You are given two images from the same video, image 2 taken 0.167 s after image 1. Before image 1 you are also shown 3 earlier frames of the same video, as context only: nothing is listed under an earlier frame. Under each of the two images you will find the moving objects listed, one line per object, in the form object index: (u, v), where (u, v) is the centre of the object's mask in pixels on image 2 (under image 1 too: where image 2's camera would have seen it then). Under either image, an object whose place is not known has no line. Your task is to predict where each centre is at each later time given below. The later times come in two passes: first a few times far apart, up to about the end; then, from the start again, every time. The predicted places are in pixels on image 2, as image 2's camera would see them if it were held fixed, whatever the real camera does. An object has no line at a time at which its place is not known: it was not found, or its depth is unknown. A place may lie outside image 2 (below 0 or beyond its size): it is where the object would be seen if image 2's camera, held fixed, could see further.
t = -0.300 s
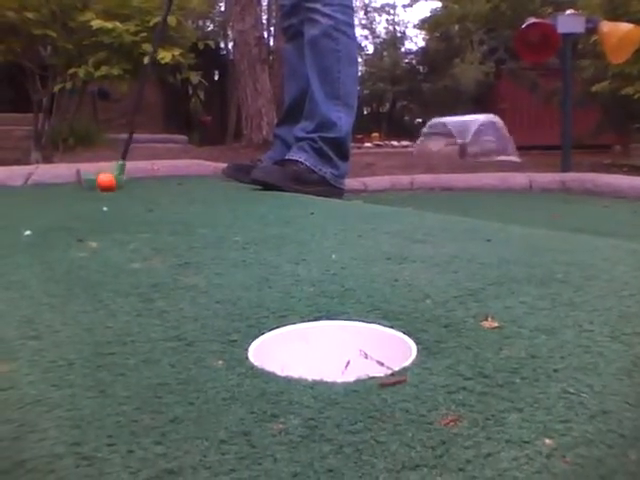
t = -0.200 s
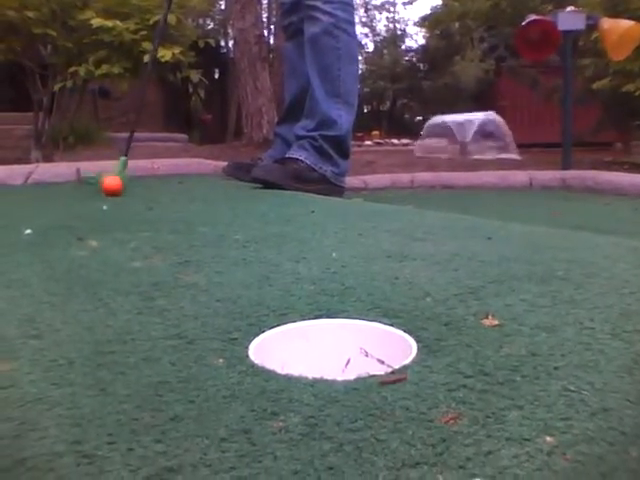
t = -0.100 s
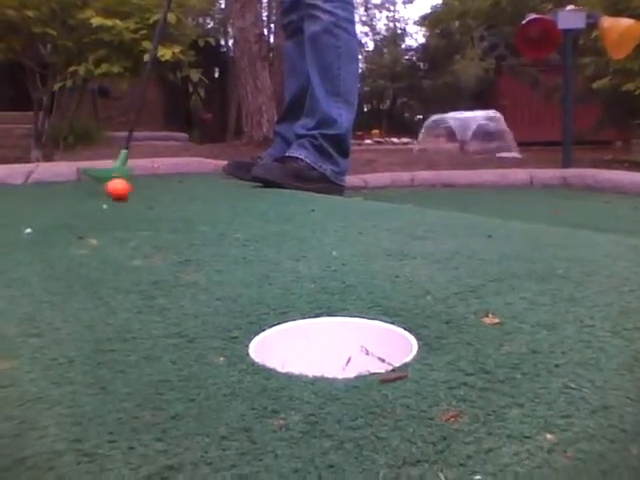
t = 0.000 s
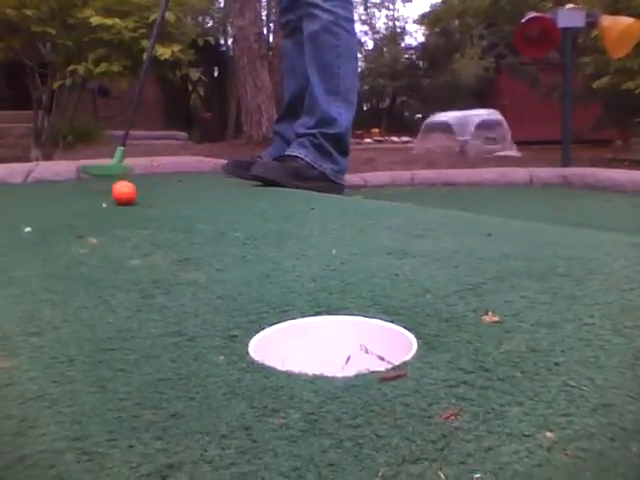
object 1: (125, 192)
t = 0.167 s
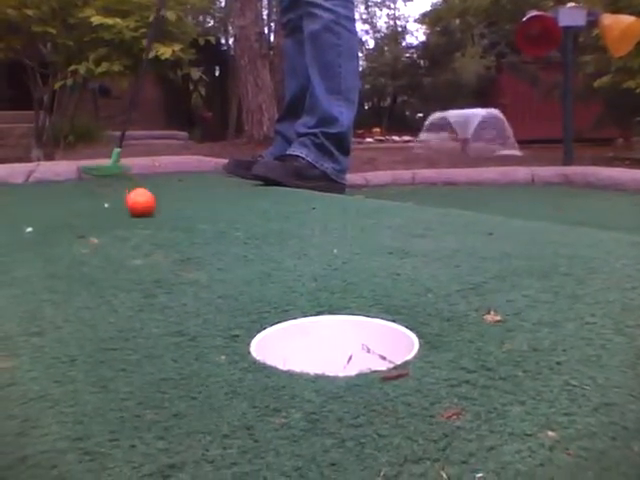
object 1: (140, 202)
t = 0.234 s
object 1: (147, 207)
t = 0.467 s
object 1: (175, 229)
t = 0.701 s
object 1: (220, 263)
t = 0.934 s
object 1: (299, 343)
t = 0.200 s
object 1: (144, 205)
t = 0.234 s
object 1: (147, 207)
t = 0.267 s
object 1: (151, 210)
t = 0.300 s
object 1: (155, 212)
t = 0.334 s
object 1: (159, 216)
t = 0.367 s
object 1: (162, 219)
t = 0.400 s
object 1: (166, 222)
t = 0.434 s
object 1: (171, 225)
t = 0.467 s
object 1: (175, 229)
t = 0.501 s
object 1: (181, 233)
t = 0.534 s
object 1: (187, 237)
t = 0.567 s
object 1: (192, 241)
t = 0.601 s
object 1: (198, 247)
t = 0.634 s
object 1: (204, 252)
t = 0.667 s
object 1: (212, 257)
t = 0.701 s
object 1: (220, 263)
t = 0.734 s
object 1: (228, 267)
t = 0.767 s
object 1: (237, 274)
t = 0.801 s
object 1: (247, 282)
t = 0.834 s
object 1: (257, 291)
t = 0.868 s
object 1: (269, 300)
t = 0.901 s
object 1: (281, 314)
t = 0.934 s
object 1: (299, 343)
